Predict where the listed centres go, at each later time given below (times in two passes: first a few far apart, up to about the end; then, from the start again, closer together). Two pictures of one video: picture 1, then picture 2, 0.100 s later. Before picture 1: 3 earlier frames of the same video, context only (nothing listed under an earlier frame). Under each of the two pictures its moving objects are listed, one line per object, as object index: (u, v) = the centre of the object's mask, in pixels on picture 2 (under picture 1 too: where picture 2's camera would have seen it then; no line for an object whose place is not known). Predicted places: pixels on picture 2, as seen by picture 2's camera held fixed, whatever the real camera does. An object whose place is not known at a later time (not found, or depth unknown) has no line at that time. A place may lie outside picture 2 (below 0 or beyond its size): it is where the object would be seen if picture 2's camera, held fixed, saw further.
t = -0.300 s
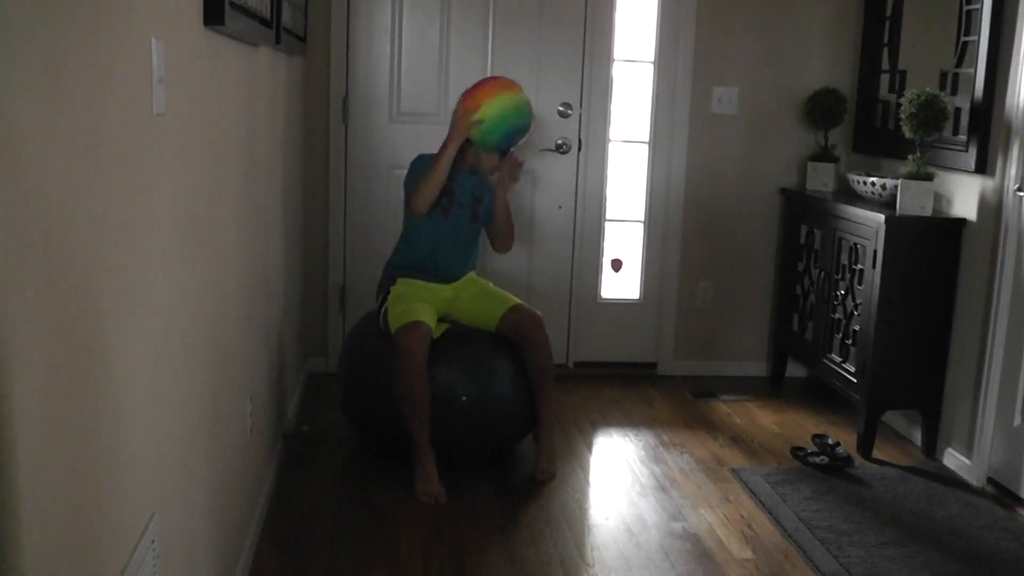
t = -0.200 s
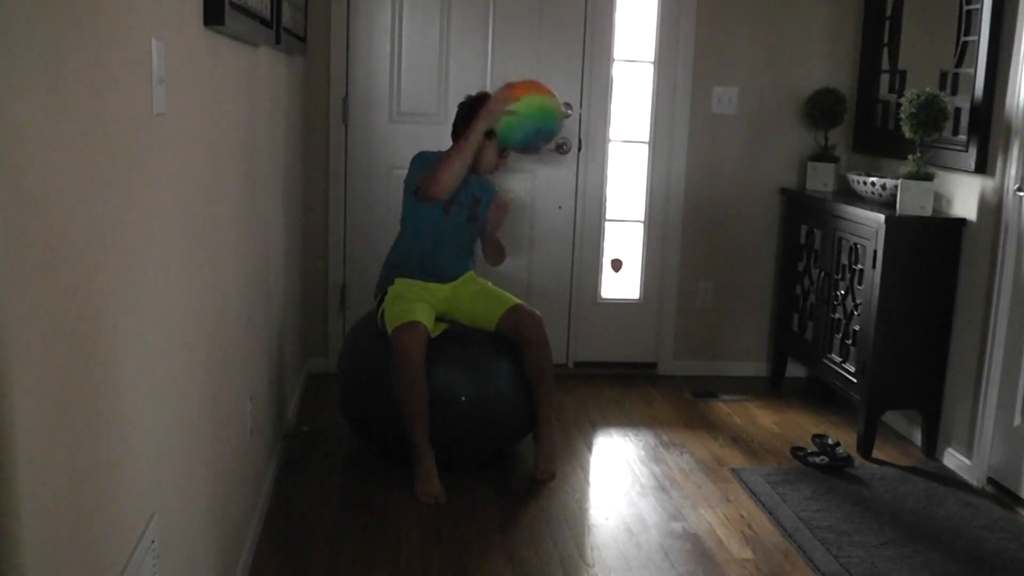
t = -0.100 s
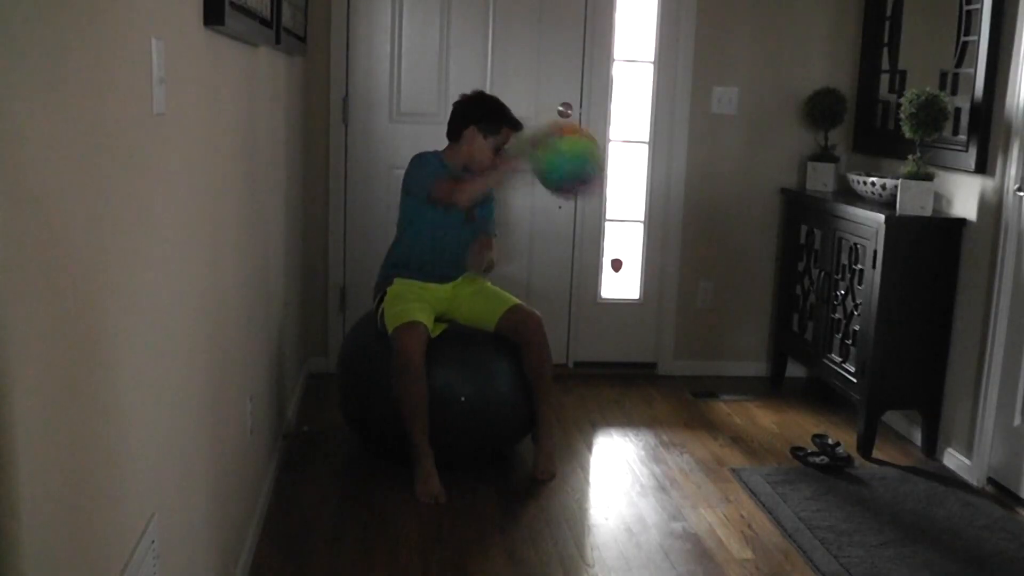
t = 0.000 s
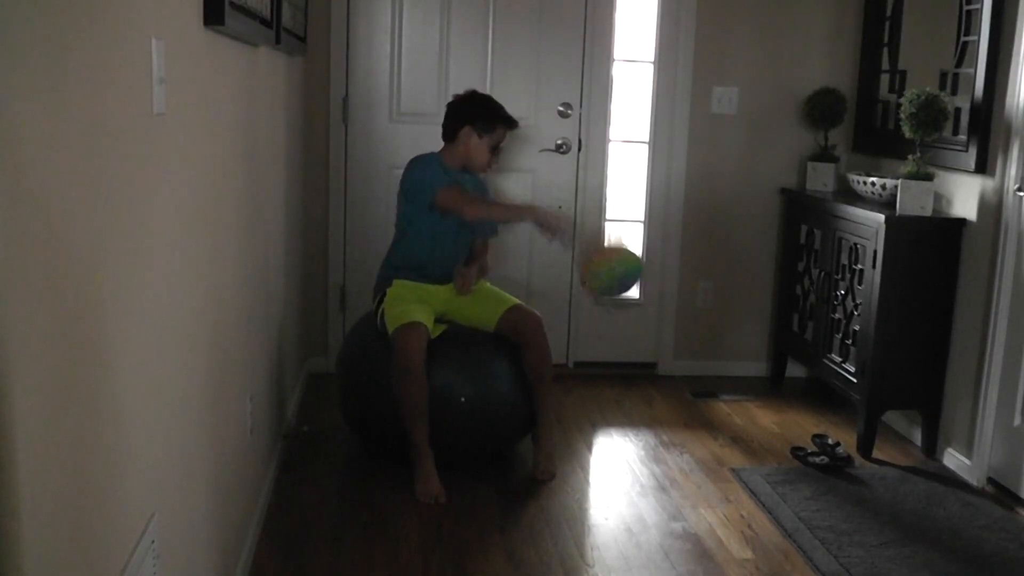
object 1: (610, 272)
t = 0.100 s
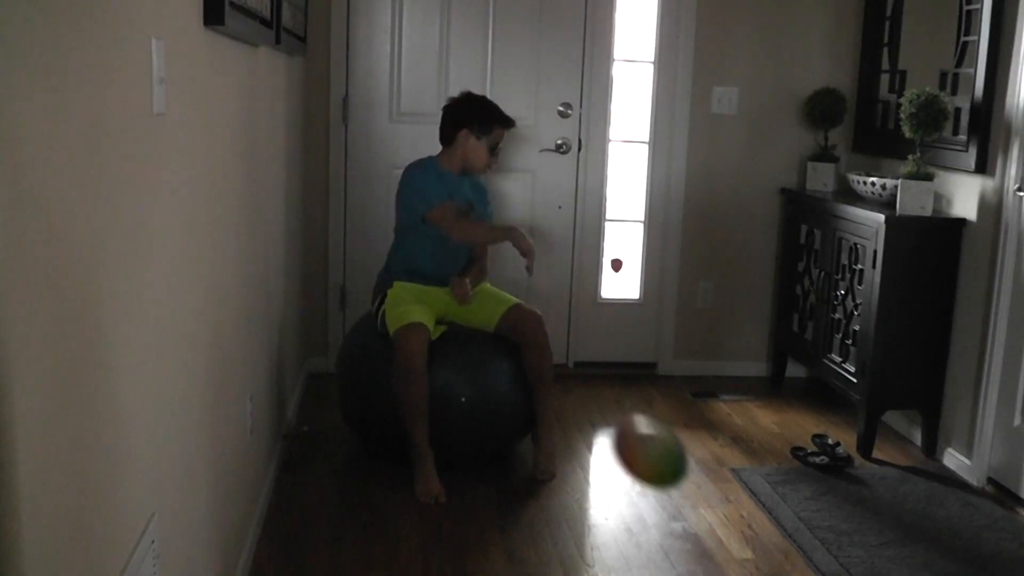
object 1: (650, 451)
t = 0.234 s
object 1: (659, 482)
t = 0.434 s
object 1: (659, 482)
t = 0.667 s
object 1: (658, 482)
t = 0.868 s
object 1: (658, 482)
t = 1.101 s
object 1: (658, 482)
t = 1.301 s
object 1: (657, 482)
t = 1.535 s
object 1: (656, 482)
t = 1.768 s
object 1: (658, 483)
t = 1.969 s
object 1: (658, 483)
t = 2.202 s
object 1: (658, 483)
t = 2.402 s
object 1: (658, 483)
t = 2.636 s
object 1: (658, 483)
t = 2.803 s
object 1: (659, 483)
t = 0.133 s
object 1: (659, 483)
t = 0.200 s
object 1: (659, 482)
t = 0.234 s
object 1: (659, 482)
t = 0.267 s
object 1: (659, 482)
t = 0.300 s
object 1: (659, 482)
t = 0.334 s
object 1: (659, 482)
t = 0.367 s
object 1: (659, 482)
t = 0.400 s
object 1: (659, 482)
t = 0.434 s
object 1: (659, 482)
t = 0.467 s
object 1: (659, 482)
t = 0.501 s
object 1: (659, 482)
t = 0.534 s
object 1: (659, 482)
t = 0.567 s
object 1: (658, 482)
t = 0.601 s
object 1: (659, 482)
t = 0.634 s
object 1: (659, 482)
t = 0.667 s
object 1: (658, 482)
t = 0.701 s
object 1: (658, 482)
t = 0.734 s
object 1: (658, 482)
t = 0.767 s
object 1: (658, 482)
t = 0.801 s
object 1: (658, 482)
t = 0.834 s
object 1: (658, 482)
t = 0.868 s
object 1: (658, 482)
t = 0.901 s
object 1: (658, 482)
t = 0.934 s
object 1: (658, 482)
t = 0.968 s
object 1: (657, 482)
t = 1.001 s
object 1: (657, 482)
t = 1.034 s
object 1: (657, 482)
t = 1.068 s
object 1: (657, 482)
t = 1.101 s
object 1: (658, 482)
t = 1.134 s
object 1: (657, 482)
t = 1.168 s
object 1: (657, 482)
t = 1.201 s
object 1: (657, 482)
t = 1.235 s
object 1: (657, 482)
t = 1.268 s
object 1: (657, 482)
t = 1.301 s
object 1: (657, 482)
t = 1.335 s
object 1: (657, 482)
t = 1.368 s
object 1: (657, 482)
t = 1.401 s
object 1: (657, 482)
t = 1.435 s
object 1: (657, 482)
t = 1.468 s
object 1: (657, 482)
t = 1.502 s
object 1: (657, 482)
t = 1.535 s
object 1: (656, 482)
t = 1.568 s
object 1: (658, 482)
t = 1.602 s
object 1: (658, 482)
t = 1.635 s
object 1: (658, 482)
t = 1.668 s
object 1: (658, 482)
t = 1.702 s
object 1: (658, 482)
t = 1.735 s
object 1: (658, 483)
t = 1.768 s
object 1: (658, 483)
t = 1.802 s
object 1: (658, 483)
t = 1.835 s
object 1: (658, 483)
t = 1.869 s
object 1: (658, 483)
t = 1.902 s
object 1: (658, 483)
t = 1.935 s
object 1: (658, 483)
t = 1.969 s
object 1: (658, 483)
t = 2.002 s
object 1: (658, 483)
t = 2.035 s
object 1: (658, 483)
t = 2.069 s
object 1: (658, 483)
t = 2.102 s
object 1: (658, 483)
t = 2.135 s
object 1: (658, 483)
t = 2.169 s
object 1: (658, 483)
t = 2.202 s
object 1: (658, 483)
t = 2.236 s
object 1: (658, 483)
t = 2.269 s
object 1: (658, 483)
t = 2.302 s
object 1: (658, 482)
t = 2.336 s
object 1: (658, 483)
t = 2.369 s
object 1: (658, 483)
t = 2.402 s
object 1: (658, 483)
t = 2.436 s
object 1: (658, 483)
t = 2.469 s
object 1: (658, 483)
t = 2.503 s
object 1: (658, 483)
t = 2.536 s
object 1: (658, 482)
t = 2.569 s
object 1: (658, 483)
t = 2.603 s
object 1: (658, 483)
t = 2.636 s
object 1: (658, 483)
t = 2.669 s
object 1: (658, 483)
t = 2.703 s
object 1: (658, 483)
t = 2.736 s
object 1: (658, 483)
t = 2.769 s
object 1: (658, 482)
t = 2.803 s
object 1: (659, 483)
